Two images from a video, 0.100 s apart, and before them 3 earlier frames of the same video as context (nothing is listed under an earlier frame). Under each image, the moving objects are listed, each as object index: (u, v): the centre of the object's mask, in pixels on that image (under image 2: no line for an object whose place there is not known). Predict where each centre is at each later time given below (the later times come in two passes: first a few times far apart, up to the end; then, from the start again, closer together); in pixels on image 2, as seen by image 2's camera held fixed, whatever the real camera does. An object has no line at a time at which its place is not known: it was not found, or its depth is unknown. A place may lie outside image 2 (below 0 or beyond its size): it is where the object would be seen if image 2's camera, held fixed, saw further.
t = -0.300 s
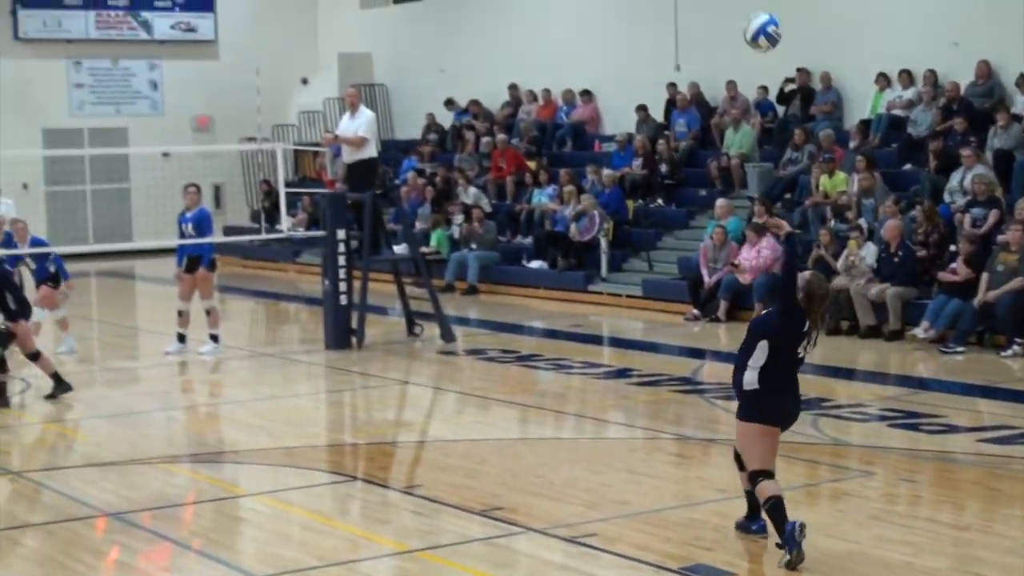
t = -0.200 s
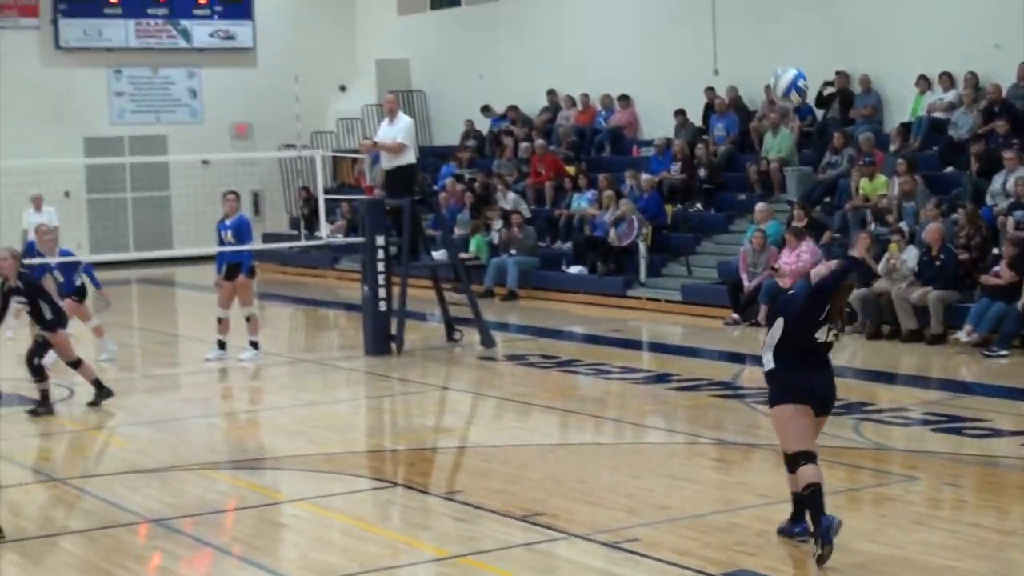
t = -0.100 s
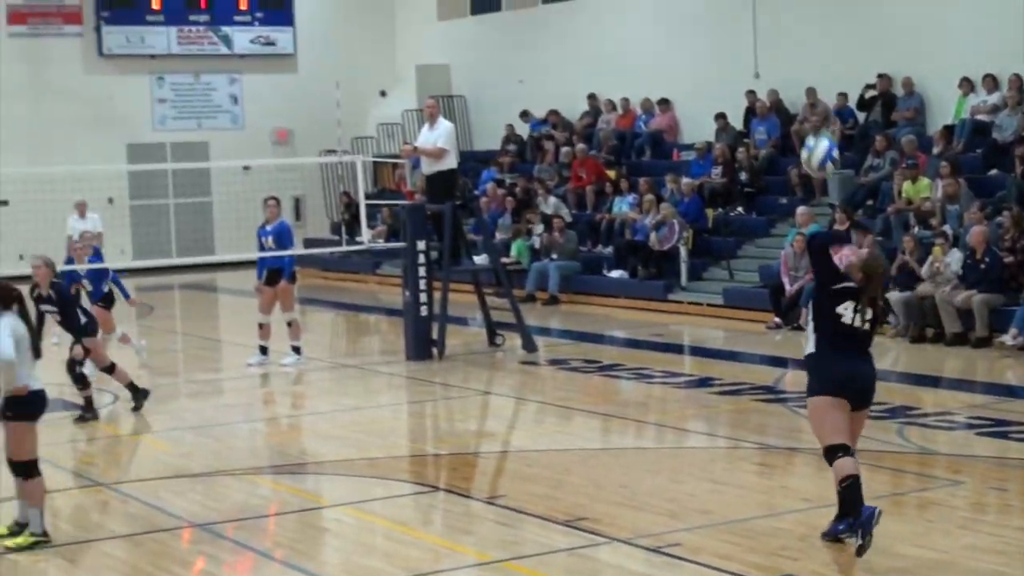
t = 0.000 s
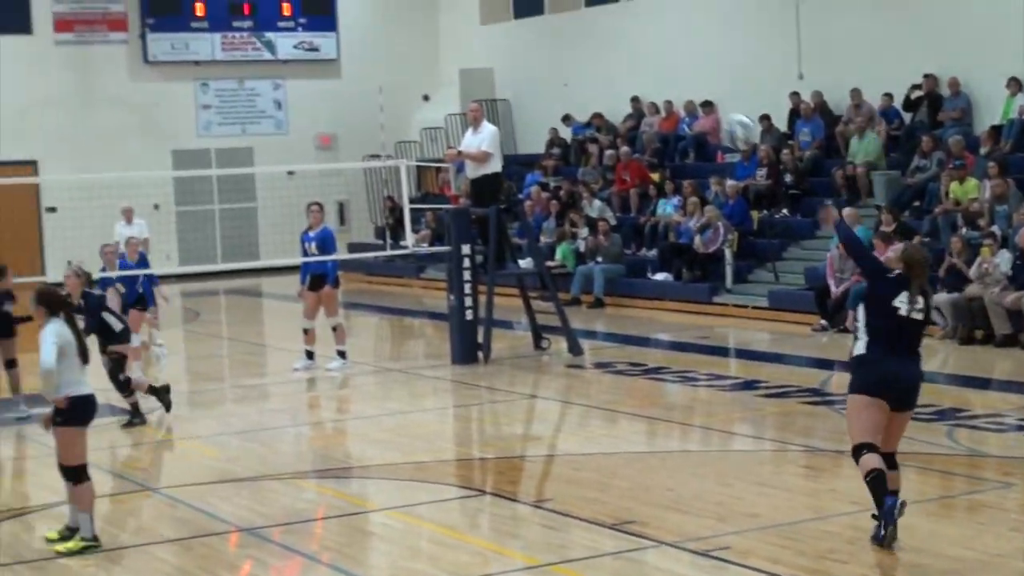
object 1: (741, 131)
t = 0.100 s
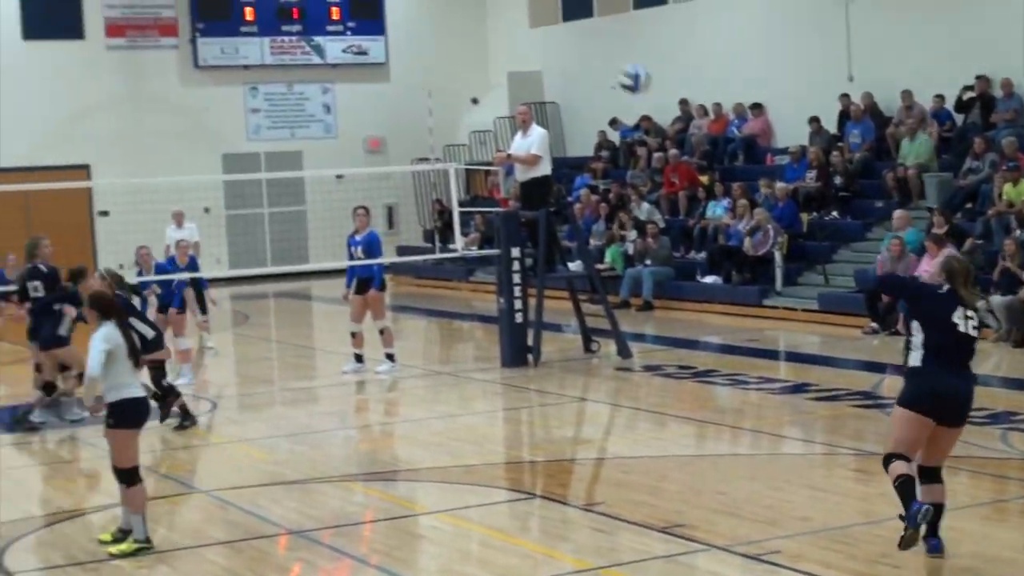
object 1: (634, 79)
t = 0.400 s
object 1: (322, 40)
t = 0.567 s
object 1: (212, 69)
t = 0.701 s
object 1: (143, 110)
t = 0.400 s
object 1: (322, 40)
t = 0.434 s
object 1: (300, 43)
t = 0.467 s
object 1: (276, 48)
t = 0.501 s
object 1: (254, 54)
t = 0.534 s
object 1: (232, 61)
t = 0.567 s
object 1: (212, 69)
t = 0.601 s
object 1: (194, 77)
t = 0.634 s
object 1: (176, 87)
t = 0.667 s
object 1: (159, 98)
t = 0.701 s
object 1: (143, 110)
